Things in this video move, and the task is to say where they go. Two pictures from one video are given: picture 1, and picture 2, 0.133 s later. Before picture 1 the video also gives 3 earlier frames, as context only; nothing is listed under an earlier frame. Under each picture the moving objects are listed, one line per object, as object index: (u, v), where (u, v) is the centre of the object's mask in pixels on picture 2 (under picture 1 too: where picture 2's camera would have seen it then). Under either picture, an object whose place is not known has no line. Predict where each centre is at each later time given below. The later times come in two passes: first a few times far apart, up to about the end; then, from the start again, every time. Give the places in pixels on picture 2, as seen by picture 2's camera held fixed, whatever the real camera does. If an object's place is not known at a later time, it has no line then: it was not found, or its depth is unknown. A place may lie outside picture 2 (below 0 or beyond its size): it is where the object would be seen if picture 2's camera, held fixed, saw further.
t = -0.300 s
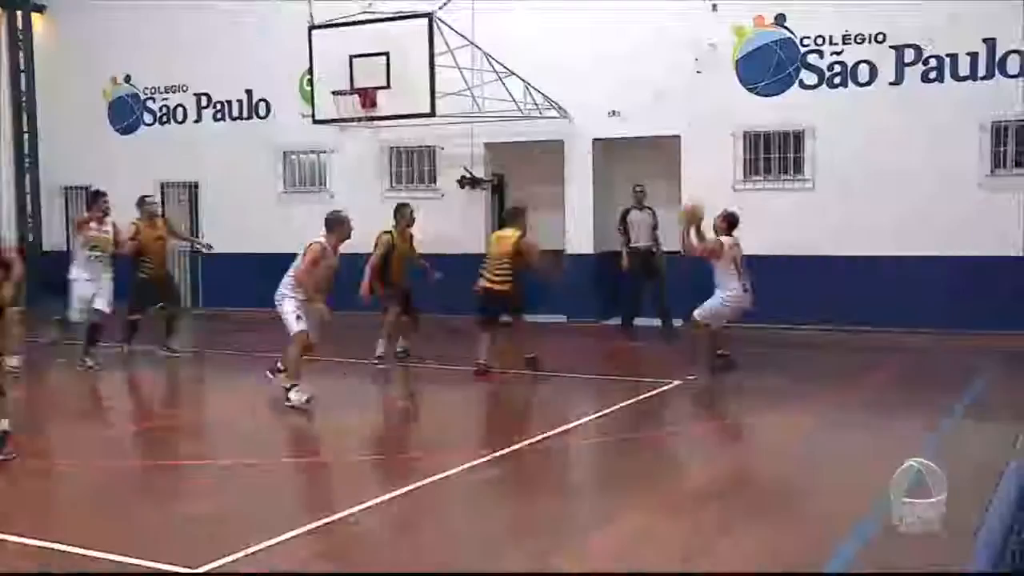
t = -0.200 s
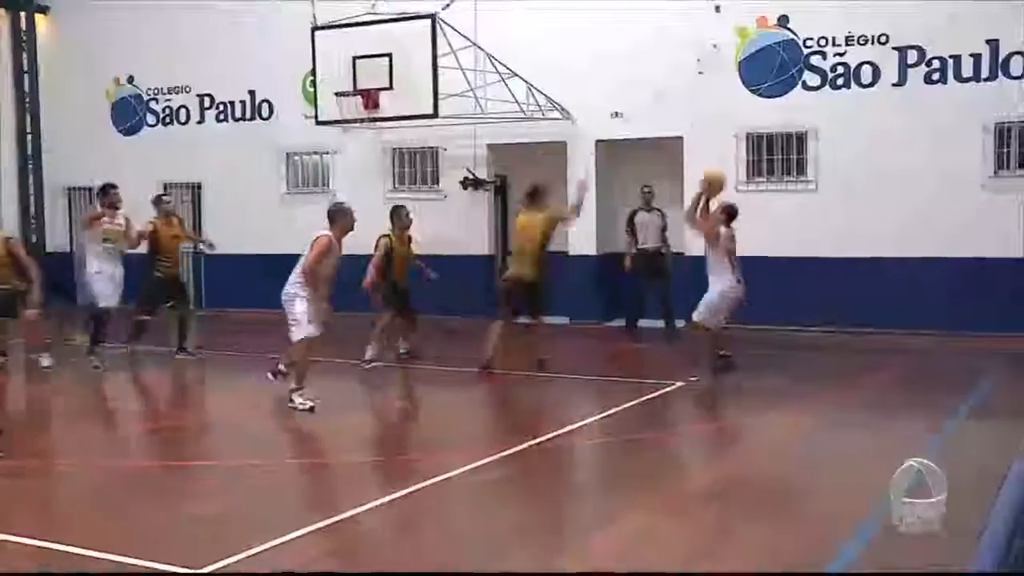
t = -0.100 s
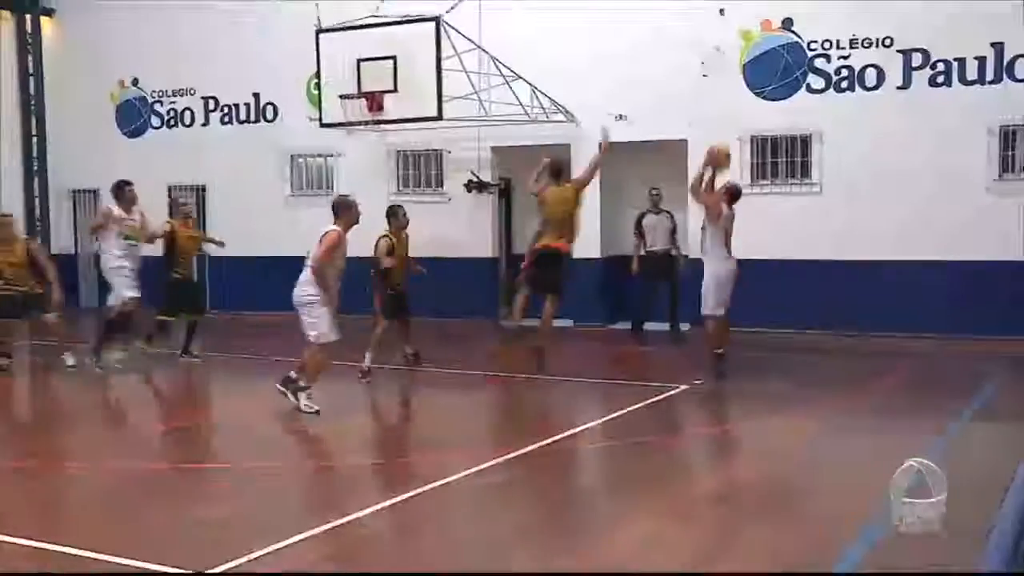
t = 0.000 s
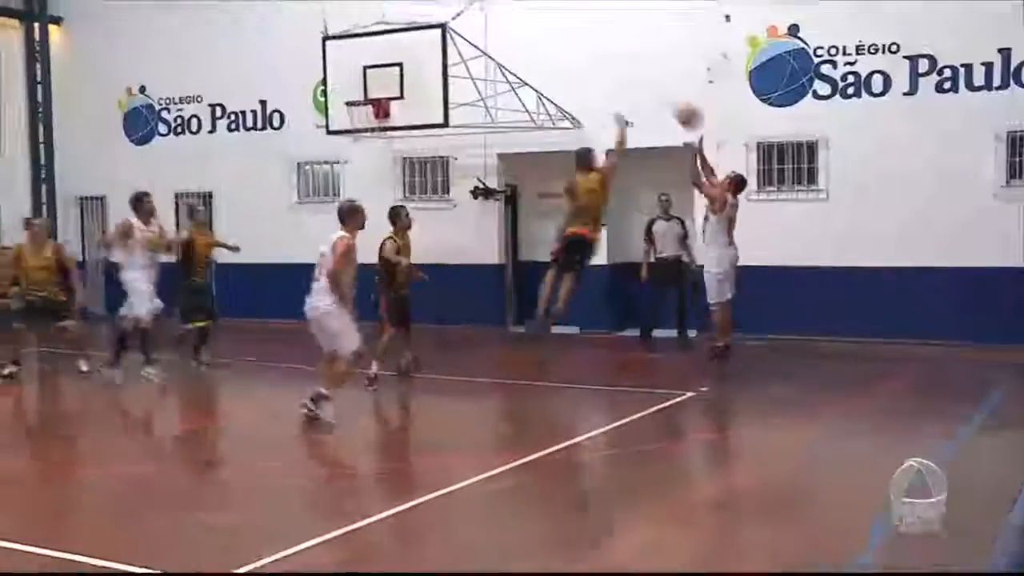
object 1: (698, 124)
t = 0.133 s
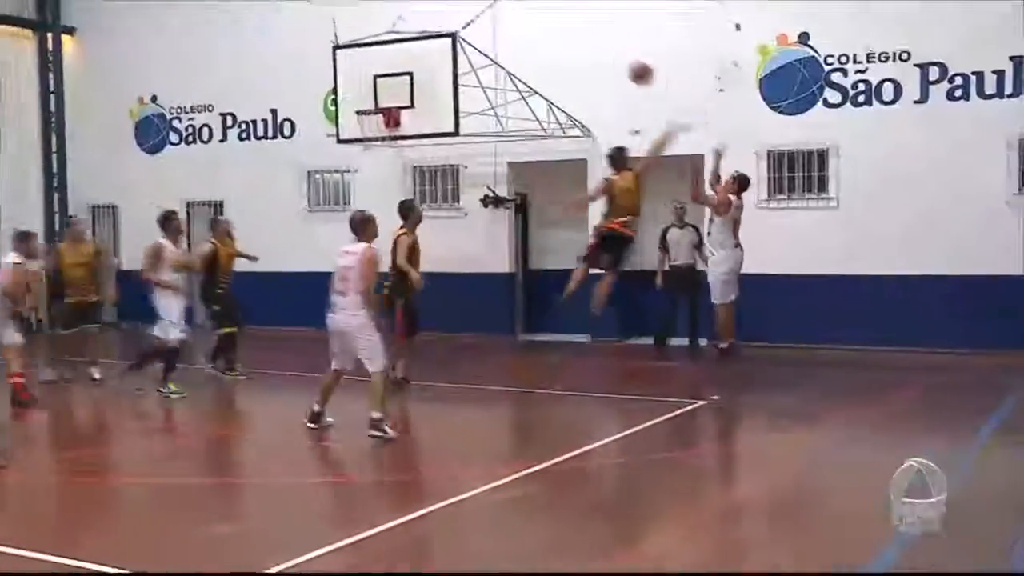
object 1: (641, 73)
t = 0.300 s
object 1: (573, 36)
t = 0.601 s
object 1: (468, 37)
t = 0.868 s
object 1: (385, 99)
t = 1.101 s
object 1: (354, 85)
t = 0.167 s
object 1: (627, 63)
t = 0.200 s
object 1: (614, 55)
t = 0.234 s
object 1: (600, 47)
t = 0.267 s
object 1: (587, 42)
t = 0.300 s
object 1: (573, 36)
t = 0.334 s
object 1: (561, 32)
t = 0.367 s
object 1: (548, 30)
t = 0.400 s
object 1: (536, 27)
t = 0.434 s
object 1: (524, 27)
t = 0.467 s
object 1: (512, 27)
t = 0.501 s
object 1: (500, 28)
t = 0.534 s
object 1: (489, 30)
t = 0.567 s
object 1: (478, 33)
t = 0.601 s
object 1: (468, 37)
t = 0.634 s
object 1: (454, 42)
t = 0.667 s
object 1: (445, 47)
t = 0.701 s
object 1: (434, 54)
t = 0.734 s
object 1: (424, 61)
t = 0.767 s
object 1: (415, 70)
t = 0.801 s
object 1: (403, 79)
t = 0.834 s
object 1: (394, 89)
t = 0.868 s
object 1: (385, 99)
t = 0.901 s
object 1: (374, 103)
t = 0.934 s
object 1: (366, 103)
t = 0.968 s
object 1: (361, 102)
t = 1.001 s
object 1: (359, 98)
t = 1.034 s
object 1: (357, 93)
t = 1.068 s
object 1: (355, 88)
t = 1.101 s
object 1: (354, 85)
